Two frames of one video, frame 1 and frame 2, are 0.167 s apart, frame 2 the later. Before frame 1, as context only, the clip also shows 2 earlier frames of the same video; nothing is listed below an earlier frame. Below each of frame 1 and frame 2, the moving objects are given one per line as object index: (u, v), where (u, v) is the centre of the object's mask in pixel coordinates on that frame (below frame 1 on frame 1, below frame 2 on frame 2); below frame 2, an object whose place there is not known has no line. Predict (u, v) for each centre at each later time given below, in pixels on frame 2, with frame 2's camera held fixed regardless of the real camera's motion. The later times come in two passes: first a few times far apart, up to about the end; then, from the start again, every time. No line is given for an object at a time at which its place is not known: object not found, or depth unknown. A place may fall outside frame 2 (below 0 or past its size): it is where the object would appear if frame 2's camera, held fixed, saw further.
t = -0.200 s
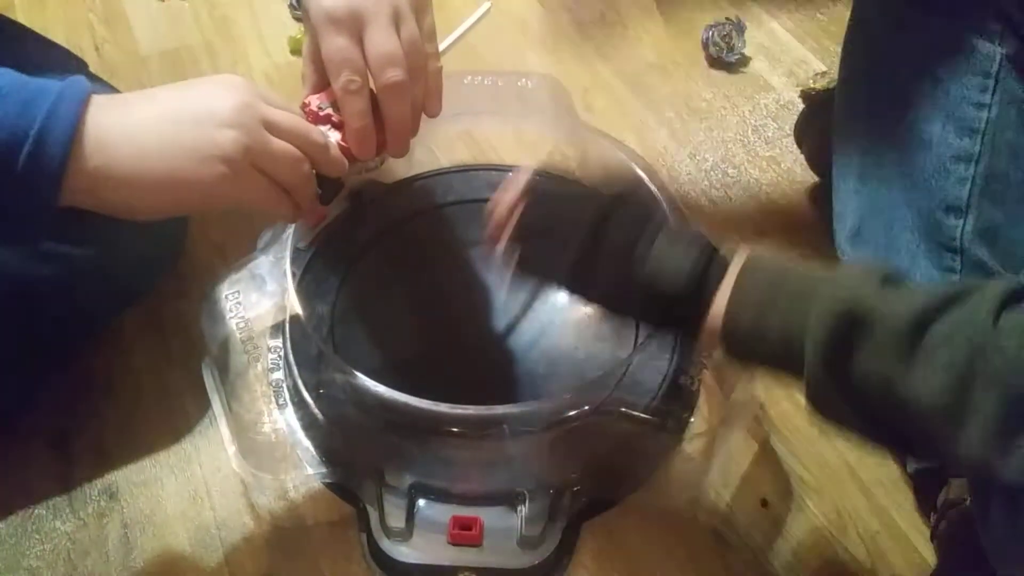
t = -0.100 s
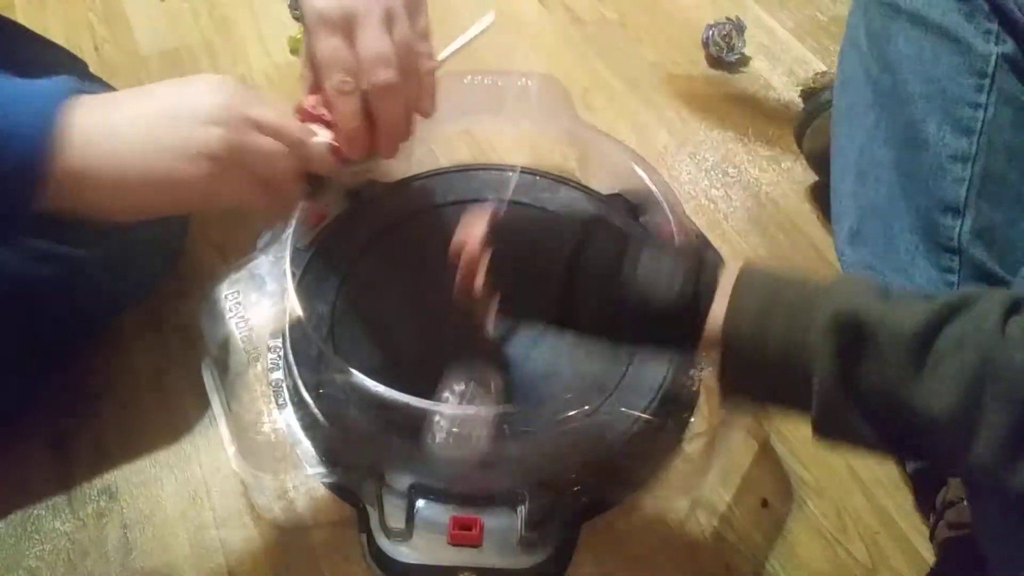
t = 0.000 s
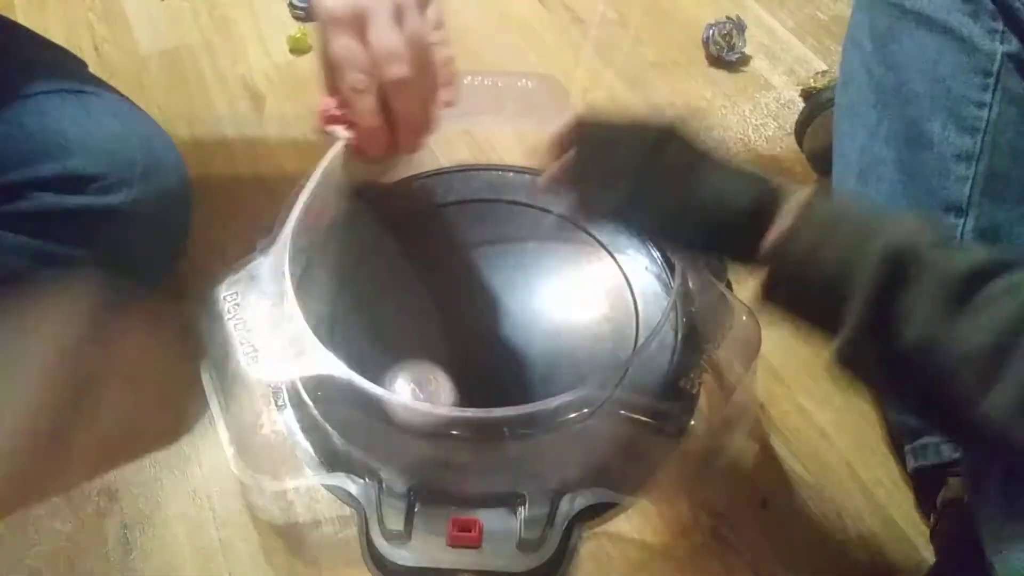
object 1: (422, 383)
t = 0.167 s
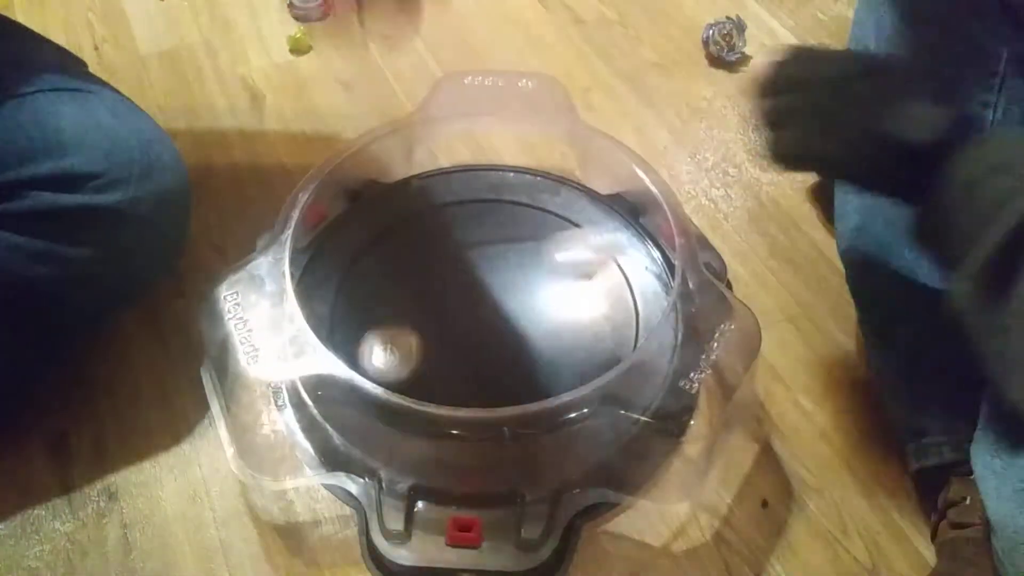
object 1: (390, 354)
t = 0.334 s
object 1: (425, 292)
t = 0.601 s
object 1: (489, 268)
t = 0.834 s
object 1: (486, 287)
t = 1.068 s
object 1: (477, 283)
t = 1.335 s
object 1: (479, 288)
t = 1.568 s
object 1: (500, 300)
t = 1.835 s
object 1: (504, 307)
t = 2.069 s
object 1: (501, 308)
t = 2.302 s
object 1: (496, 320)
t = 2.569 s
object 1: (476, 322)
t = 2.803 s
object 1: (479, 316)
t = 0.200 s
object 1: (393, 344)
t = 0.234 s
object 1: (398, 329)
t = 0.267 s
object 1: (405, 315)
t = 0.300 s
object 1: (414, 302)
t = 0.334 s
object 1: (425, 292)
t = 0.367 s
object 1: (436, 283)
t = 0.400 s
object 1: (448, 275)
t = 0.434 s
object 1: (459, 270)
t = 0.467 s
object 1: (467, 267)
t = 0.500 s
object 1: (475, 265)
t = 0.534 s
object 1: (481, 265)
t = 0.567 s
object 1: (487, 266)
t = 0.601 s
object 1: (489, 268)
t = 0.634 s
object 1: (490, 271)
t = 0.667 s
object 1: (491, 274)
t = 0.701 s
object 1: (491, 278)
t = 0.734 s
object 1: (491, 281)
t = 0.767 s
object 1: (490, 284)
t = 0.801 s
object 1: (488, 285)
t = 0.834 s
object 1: (486, 287)
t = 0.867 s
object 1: (484, 289)
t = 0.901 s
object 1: (483, 289)
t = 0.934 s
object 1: (482, 288)
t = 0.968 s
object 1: (481, 286)
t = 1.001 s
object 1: (479, 285)
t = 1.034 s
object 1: (478, 283)
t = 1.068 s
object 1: (477, 283)
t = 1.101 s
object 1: (476, 283)
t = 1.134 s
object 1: (475, 283)
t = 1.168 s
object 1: (474, 283)
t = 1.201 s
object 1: (474, 283)
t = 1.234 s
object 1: (474, 284)
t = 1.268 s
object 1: (475, 285)
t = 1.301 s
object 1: (477, 286)
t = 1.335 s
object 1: (479, 288)
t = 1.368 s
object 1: (481, 289)
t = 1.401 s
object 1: (484, 291)
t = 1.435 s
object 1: (488, 292)
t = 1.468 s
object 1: (491, 295)
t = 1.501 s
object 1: (495, 296)
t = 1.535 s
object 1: (498, 298)
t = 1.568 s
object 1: (500, 300)
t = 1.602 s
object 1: (503, 301)
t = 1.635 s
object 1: (505, 303)
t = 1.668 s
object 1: (506, 304)
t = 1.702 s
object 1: (506, 305)
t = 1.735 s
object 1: (506, 306)
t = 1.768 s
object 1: (506, 307)
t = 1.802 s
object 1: (505, 307)
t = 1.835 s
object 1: (504, 307)
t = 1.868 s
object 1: (503, 307)
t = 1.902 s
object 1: (503, 307)
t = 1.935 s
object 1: (502, 307)
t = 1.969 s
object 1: (502, 307)
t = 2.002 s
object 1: (502, 307)
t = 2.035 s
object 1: (501, 308)
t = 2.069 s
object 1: (501, 308)
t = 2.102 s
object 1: (501, 309)
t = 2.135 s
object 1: (500, 311)
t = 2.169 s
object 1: (501, 312)
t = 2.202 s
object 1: (500, 314)
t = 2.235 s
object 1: (499, 316)
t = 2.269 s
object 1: (498, 318)
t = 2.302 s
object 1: (496, 320)
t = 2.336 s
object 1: (495, 322)
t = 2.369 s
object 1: (492, 323)
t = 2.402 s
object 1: (490, 324)
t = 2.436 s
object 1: (487, 324)
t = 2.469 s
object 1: (483, 324)
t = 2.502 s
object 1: (480, 324)
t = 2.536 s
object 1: (478, 323)
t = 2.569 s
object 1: (476, 322)
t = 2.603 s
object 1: (474, 320)
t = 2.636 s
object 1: (473, 319)
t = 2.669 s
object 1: (473, 317)
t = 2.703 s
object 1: (474, 316)
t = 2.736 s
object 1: (475, 316)
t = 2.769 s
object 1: (477, 315)
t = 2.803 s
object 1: (479, 316)
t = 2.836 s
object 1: (481, 317)
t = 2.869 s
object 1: (482, 318)
